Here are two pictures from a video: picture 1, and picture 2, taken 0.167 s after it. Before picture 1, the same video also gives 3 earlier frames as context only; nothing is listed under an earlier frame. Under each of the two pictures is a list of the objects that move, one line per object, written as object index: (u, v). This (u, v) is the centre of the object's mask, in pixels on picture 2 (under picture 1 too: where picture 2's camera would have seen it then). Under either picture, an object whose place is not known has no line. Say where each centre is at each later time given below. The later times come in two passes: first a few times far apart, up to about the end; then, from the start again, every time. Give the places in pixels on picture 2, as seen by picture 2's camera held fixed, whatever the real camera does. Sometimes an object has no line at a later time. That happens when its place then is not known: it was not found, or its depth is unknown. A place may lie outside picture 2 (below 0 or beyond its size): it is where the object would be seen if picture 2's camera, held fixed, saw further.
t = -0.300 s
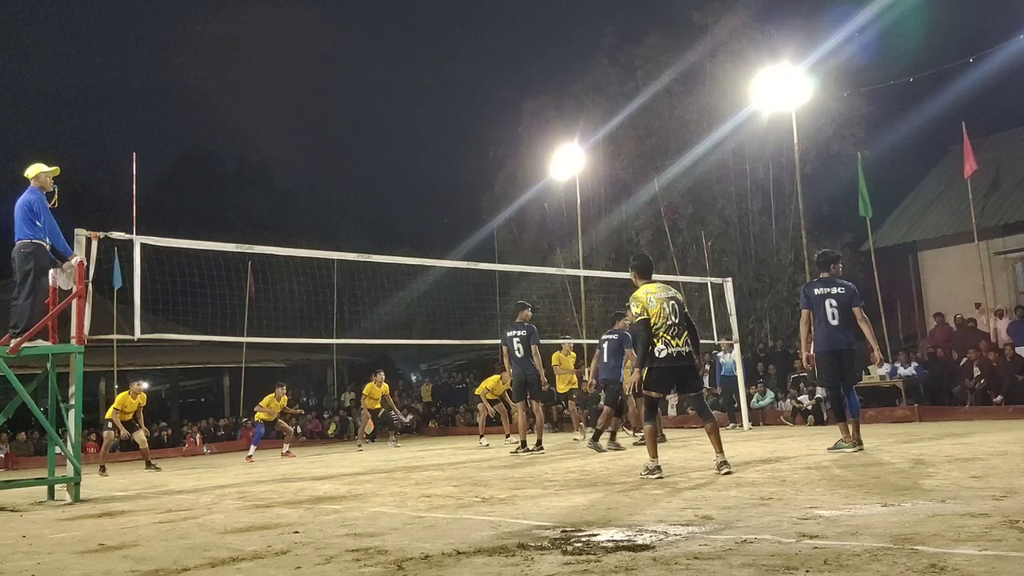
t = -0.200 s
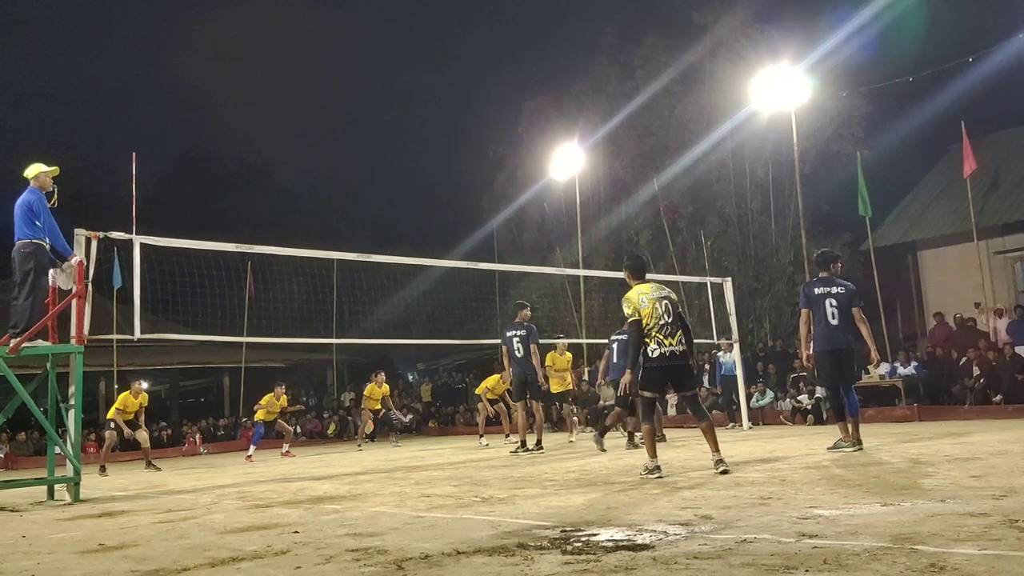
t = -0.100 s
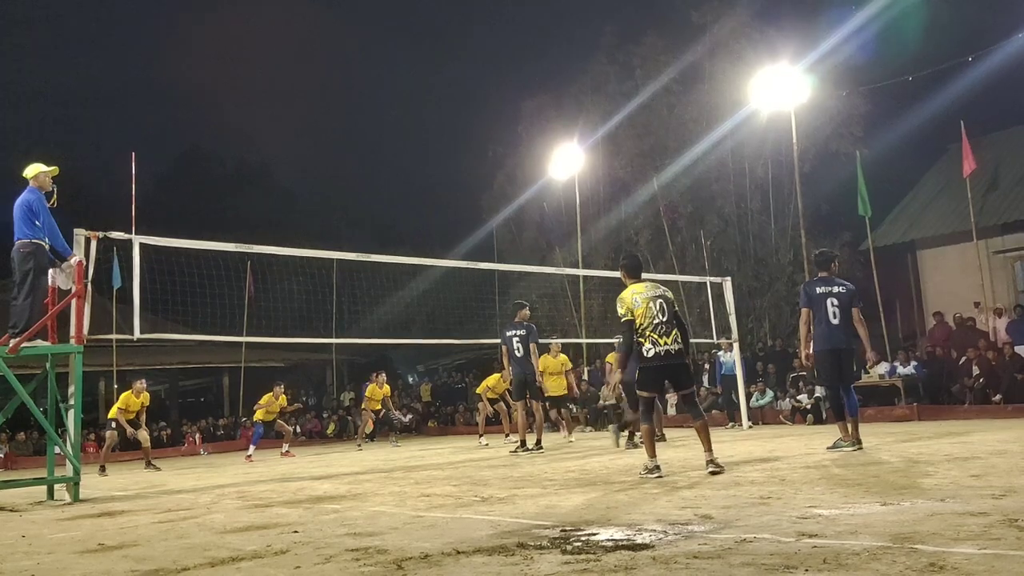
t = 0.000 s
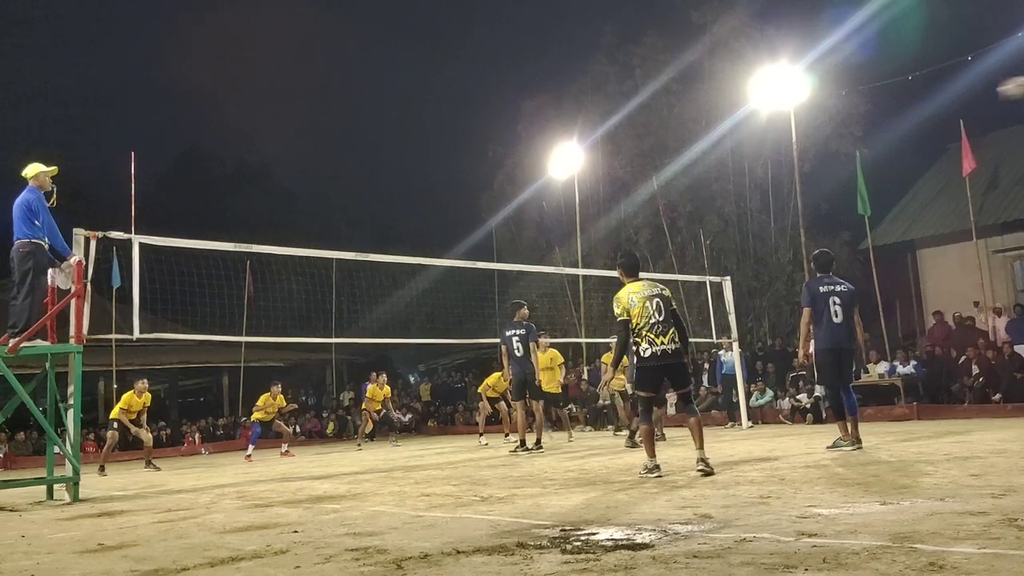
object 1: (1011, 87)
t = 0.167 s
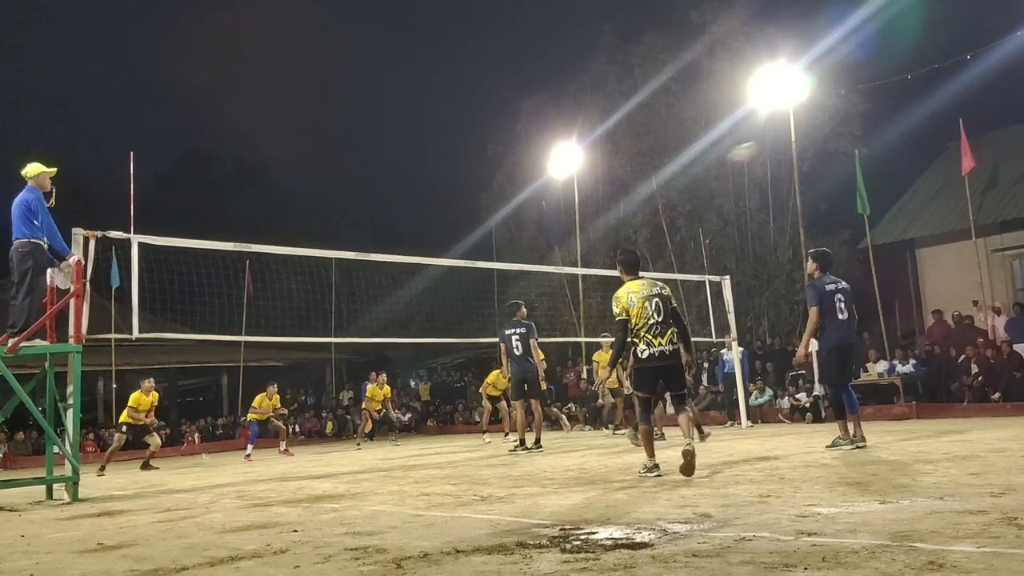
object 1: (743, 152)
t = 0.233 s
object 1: (657, 183)
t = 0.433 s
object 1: (471, 271)
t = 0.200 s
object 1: (700, 167)
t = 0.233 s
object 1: (657, 183)
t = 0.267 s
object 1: (619, 197)
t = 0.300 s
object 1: (583, 212)
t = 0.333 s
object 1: (547, 229)
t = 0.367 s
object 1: (515, 245)
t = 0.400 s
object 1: (484, 261)
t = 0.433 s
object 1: (471, 271)
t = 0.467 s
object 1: (464, 280)
